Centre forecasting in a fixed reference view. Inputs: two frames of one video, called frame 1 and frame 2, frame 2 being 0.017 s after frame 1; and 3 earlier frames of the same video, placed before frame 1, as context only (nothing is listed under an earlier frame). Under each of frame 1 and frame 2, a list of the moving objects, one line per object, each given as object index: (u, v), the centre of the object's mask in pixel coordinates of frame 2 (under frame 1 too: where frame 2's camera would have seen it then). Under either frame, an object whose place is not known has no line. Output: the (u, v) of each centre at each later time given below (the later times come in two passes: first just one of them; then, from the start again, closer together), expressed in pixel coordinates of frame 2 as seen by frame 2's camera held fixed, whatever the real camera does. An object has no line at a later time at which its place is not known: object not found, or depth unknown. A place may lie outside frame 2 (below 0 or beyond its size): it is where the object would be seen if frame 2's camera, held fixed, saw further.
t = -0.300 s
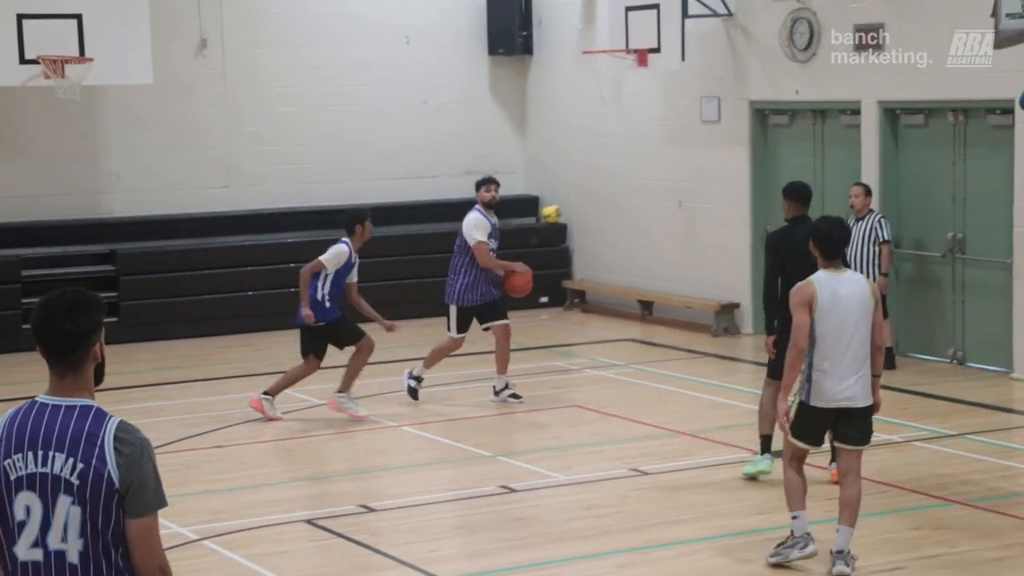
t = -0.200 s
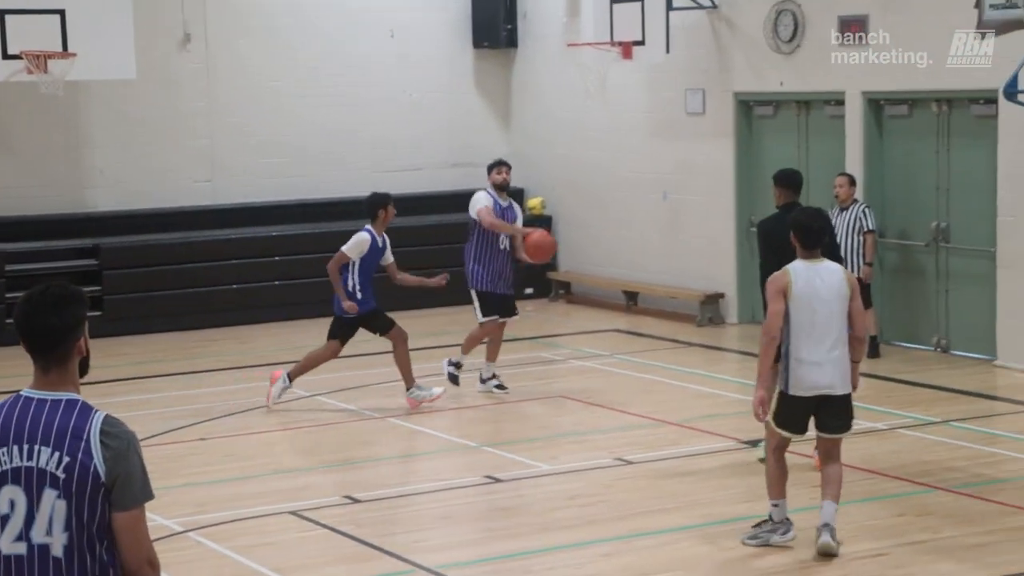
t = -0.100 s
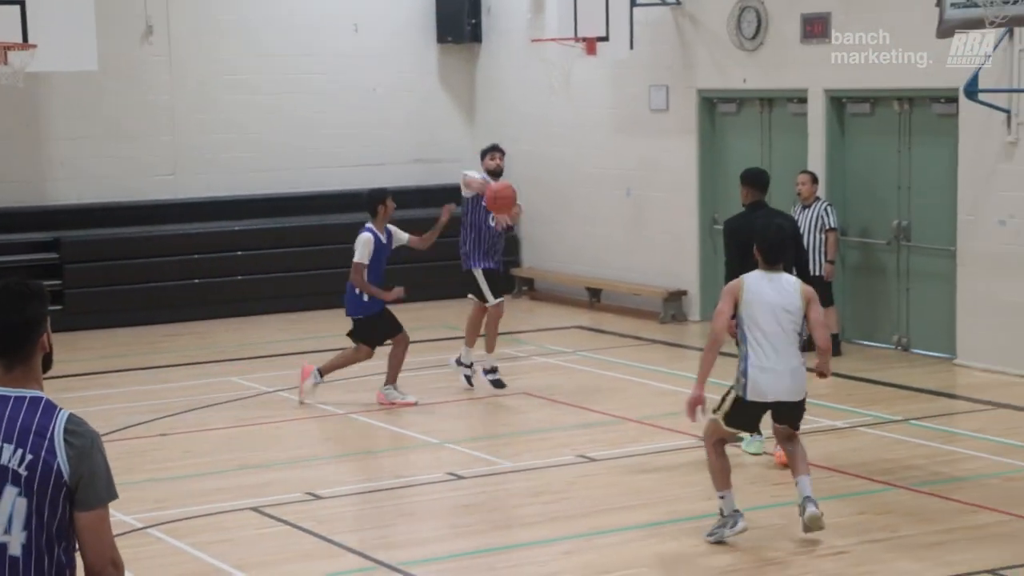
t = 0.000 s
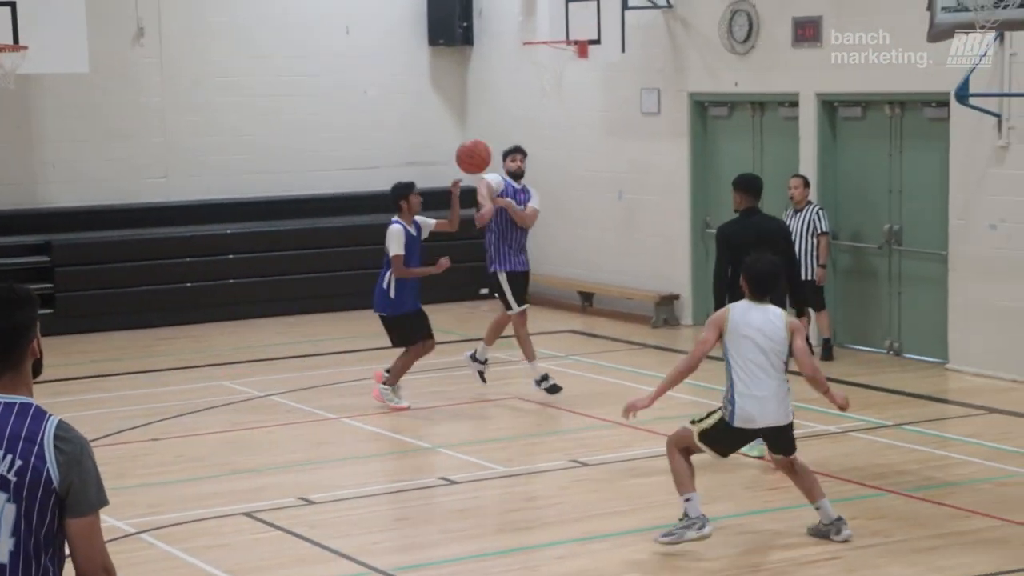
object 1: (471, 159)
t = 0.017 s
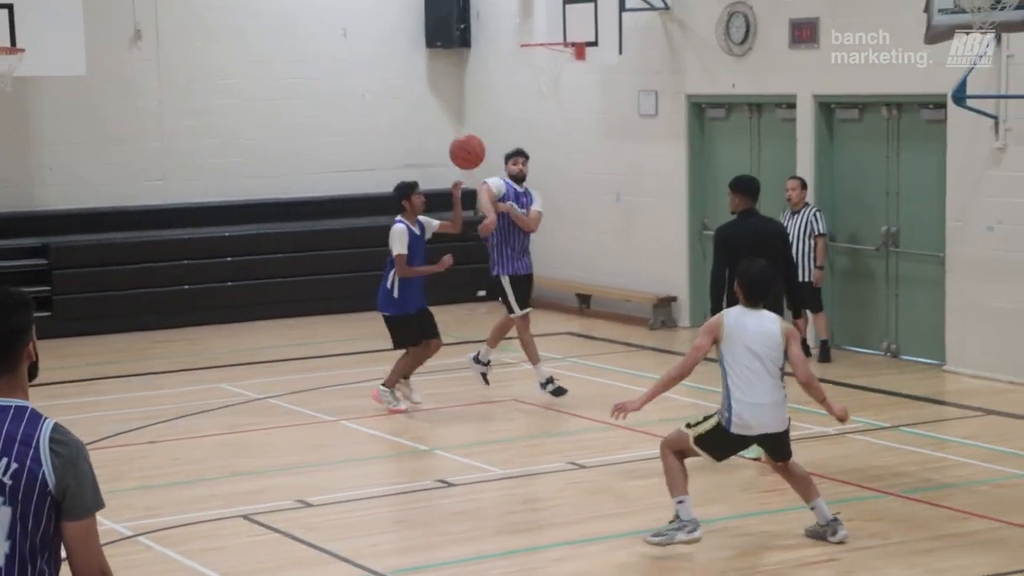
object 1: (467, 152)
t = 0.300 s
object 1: (394, 79)
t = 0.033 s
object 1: (463, 145)
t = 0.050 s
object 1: (460, 138)
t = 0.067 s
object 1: (456, 132)
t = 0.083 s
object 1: (452, 126)
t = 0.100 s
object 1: (448, 121)
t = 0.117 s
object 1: (443, 115)
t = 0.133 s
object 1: (439, 110)
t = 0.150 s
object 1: (435, 106)
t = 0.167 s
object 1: (431, 101)
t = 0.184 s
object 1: (426, 97)
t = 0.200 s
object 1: (422, 93)
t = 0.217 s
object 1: (417, 90)
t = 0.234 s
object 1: (413, 87)
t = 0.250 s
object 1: (408, 84)
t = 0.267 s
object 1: (403, 82)
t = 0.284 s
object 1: (399, 80)
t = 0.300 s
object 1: (394, 79)
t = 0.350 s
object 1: (378, 78)
